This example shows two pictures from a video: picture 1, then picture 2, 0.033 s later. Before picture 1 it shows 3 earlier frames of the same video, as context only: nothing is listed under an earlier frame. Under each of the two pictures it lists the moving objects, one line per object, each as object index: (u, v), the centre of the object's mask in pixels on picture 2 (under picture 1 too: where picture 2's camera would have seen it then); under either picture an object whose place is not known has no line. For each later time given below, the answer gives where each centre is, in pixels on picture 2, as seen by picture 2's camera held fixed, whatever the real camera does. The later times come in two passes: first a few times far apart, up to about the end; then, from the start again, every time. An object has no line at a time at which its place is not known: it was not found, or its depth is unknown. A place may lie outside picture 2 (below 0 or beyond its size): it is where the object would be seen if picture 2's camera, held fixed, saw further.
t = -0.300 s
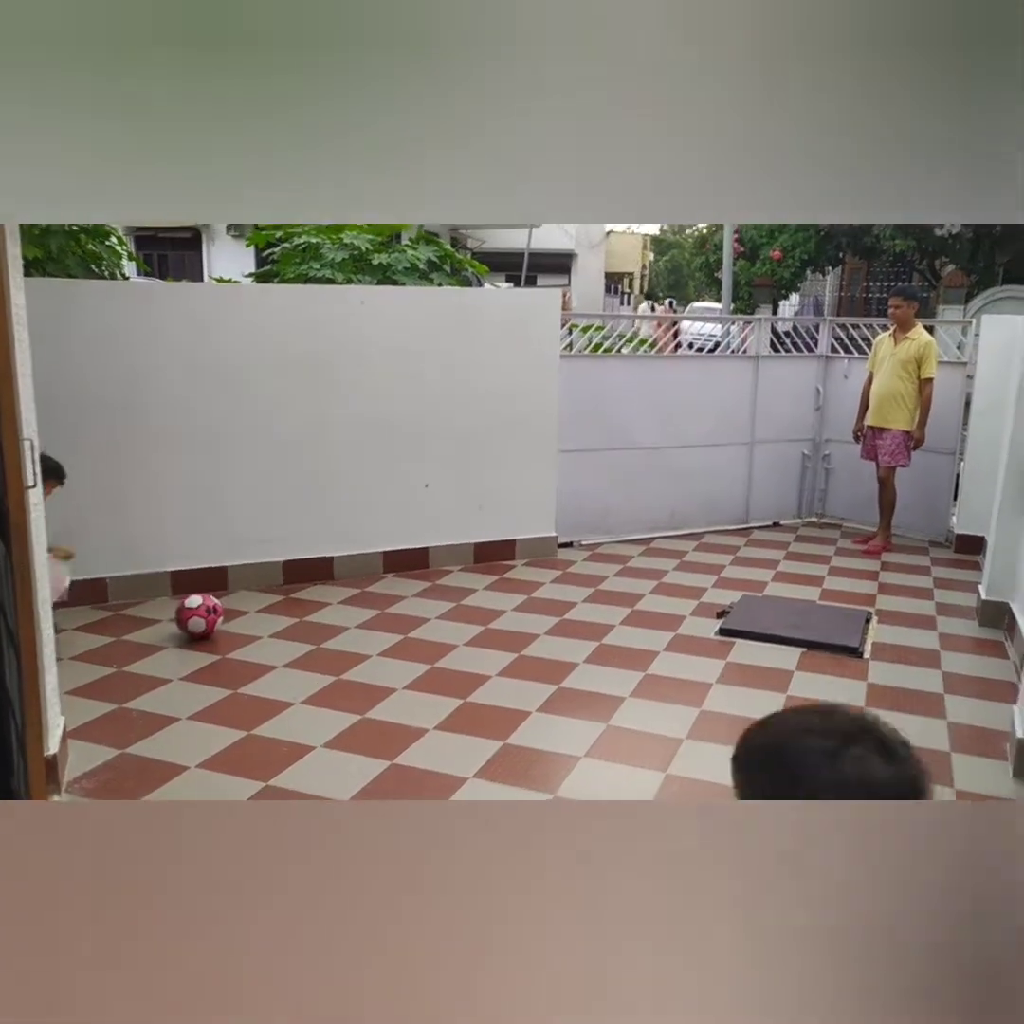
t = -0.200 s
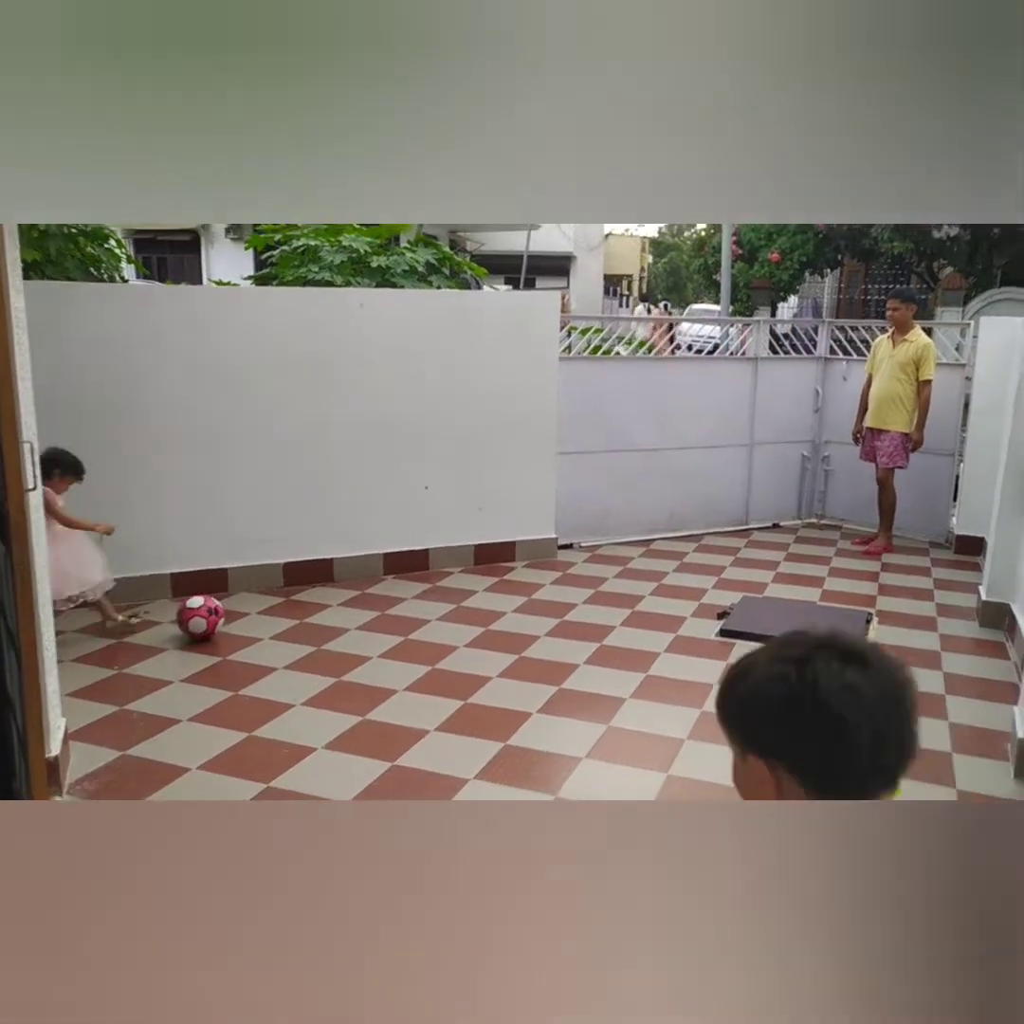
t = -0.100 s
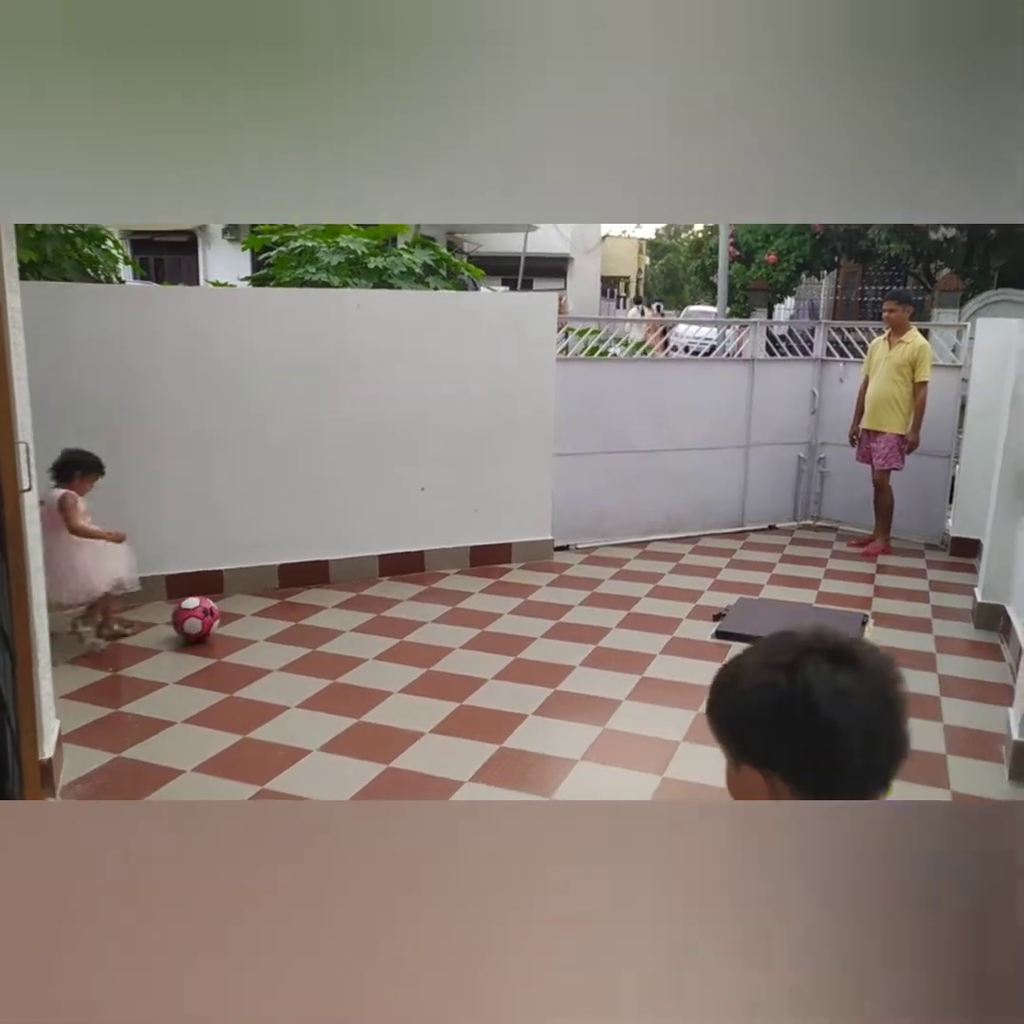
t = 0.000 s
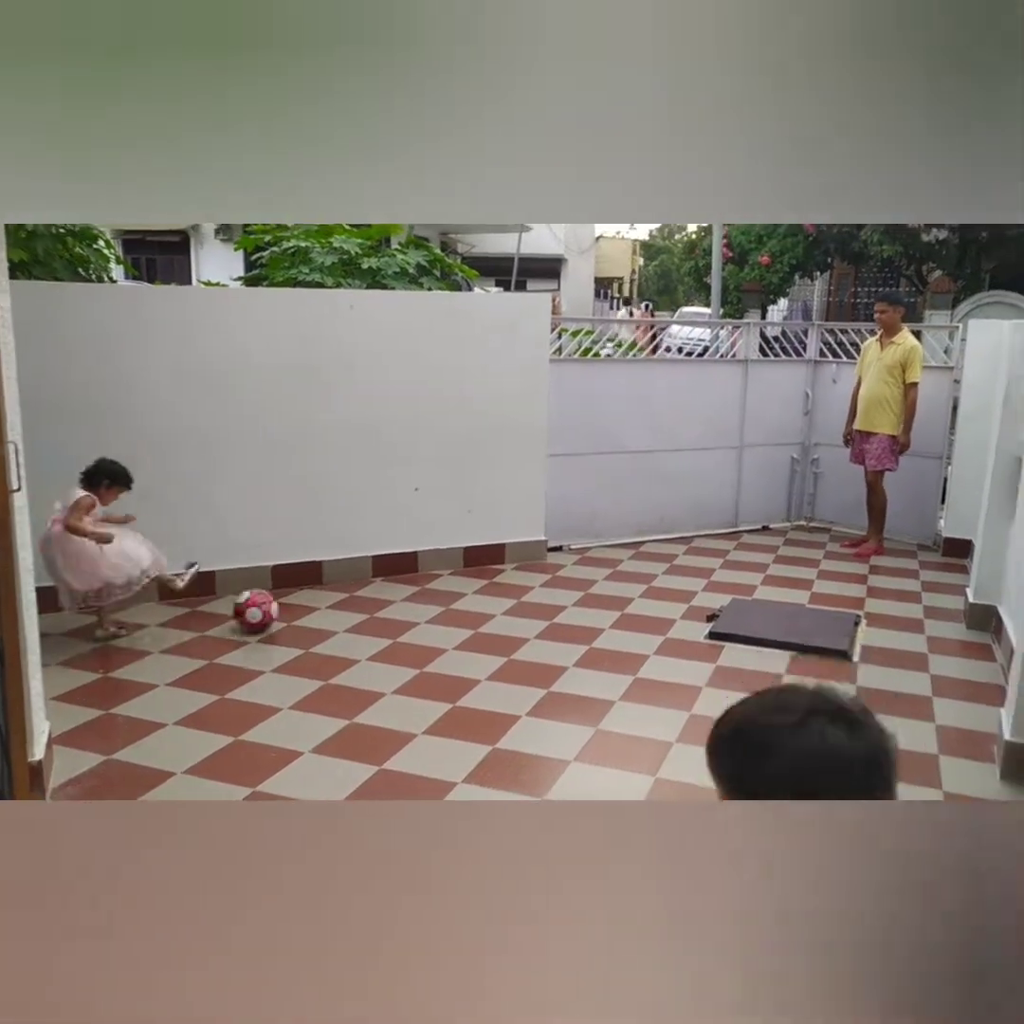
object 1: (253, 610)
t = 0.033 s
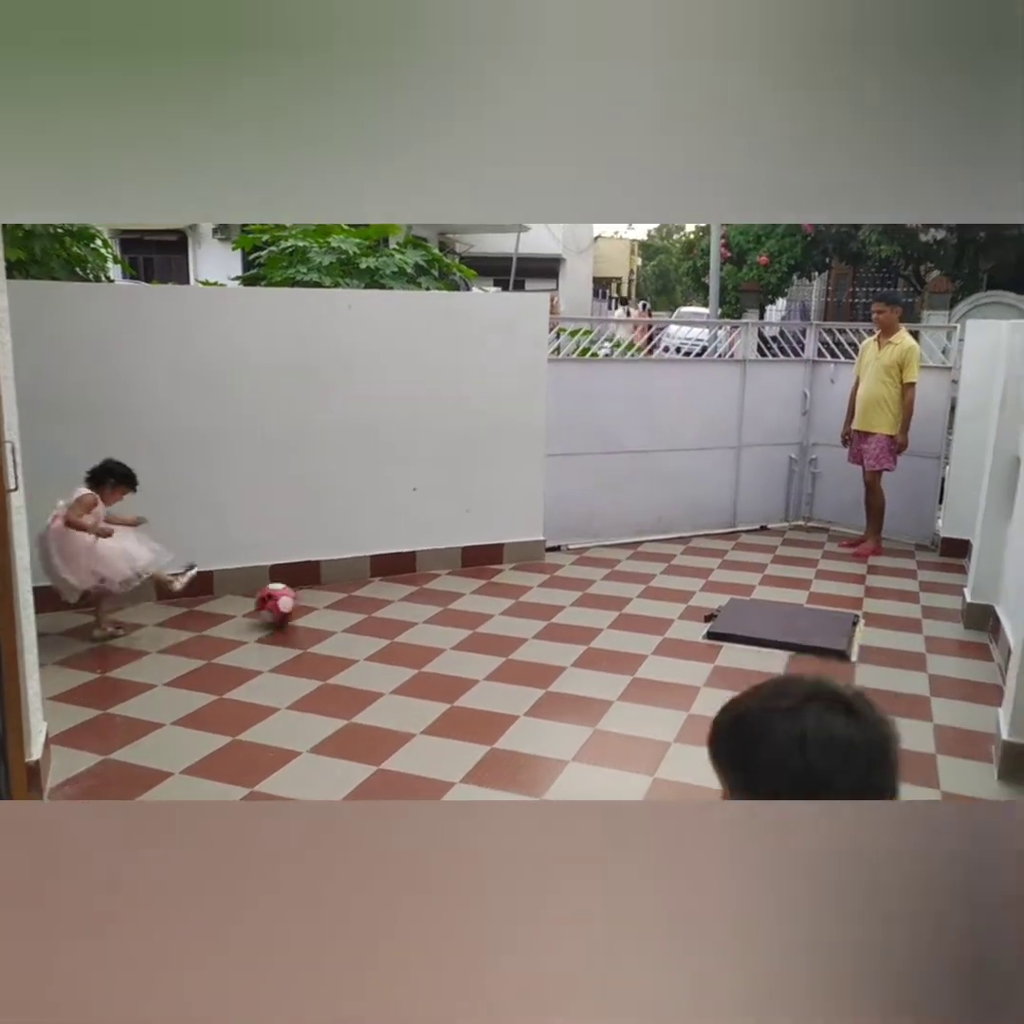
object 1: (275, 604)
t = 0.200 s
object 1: (369, 591)
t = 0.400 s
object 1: (457, 574)
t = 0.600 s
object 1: (533, 559)
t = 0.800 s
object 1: (595, 549)
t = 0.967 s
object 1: (641, 535)
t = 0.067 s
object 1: (298, 601)
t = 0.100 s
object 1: (318, 599)
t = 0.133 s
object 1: (337, 596)
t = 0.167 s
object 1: (353, 591)
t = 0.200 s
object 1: (369, 591)
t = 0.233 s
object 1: (384, 587)
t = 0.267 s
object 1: (398, 585)
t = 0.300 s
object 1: (411, 582)
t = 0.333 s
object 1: (429, 578)
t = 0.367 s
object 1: (443, 577)
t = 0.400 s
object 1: (457, 574)
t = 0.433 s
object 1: (470, 572)
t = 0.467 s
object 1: (482, 569)
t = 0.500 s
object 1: (496, 565)
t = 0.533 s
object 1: (508, 562)
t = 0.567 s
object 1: (520, 562)
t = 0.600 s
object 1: (533, 559)
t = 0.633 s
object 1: (544, 559)
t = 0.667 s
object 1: (552, 557)
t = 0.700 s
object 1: (565, 553)
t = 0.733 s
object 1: (575, 551)
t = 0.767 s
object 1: (586, 550)
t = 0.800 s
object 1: (595, 549)
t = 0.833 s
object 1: (606, 546)
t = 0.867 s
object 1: (615, 543)
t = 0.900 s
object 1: (624, 543)
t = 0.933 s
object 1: (633, 539)
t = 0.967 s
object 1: (641, 535)
